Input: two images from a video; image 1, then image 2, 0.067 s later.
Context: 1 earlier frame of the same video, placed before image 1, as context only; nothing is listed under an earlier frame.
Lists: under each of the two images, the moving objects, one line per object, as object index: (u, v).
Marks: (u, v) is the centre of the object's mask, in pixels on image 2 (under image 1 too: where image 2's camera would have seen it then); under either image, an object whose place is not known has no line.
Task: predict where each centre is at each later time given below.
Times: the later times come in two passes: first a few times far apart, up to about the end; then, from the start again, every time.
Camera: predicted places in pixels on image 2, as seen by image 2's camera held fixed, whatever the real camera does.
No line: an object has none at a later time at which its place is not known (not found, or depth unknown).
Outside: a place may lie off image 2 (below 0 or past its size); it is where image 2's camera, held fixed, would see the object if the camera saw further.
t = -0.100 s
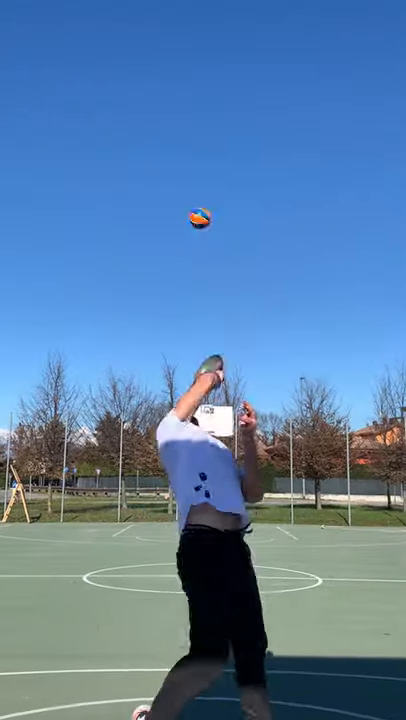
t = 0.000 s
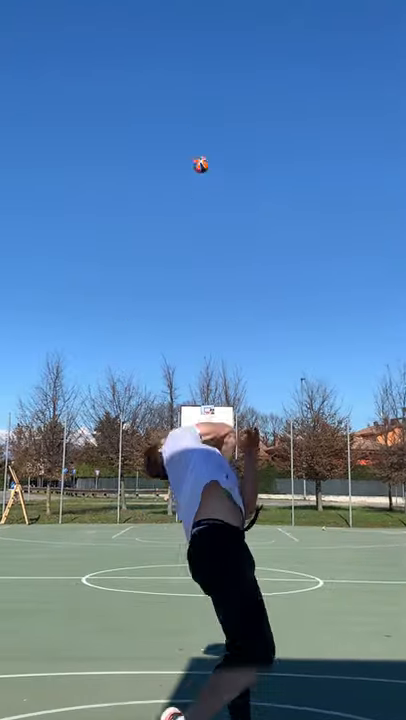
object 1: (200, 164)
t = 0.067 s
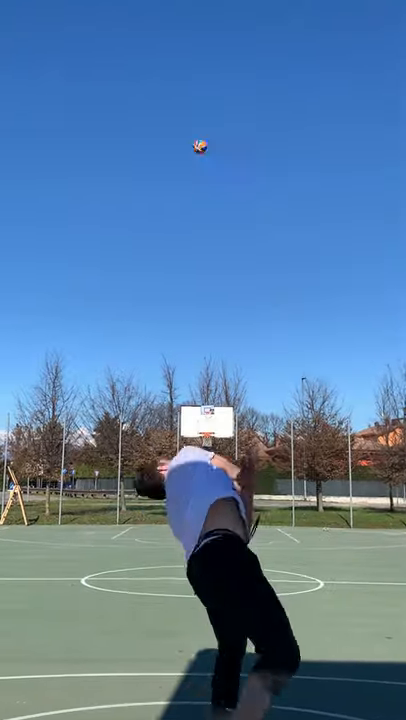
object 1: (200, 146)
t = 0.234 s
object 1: (195, 133)
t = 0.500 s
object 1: (191, 148)
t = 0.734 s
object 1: (191, 178)
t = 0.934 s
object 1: (193, 213)
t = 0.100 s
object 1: (199, 141)
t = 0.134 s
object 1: (198, 137)
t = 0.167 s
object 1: (197, 134)
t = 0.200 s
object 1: (196, 133)
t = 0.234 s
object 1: (195, 133)
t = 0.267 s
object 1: (194, 133)
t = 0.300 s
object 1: (194, 134)
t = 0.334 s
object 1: (193, 135)
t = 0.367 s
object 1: (192, 137)
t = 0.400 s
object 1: (192, 140)
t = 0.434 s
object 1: (192, 142)
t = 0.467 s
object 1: (191, 145)
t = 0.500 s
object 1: (191, 148)
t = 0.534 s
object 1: (191, 151)
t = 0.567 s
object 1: (191, 155)
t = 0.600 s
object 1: (191, 159)
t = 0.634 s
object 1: (191, 164)
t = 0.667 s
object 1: (191, 168)
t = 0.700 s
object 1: (190, 173)
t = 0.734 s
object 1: (191, 178)
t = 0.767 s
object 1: (191, 183)
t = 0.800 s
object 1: (191, 189)
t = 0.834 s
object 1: (191, 194)
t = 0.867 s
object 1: (192, 200)
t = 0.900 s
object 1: (192, 206)
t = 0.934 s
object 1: (193, 213)
